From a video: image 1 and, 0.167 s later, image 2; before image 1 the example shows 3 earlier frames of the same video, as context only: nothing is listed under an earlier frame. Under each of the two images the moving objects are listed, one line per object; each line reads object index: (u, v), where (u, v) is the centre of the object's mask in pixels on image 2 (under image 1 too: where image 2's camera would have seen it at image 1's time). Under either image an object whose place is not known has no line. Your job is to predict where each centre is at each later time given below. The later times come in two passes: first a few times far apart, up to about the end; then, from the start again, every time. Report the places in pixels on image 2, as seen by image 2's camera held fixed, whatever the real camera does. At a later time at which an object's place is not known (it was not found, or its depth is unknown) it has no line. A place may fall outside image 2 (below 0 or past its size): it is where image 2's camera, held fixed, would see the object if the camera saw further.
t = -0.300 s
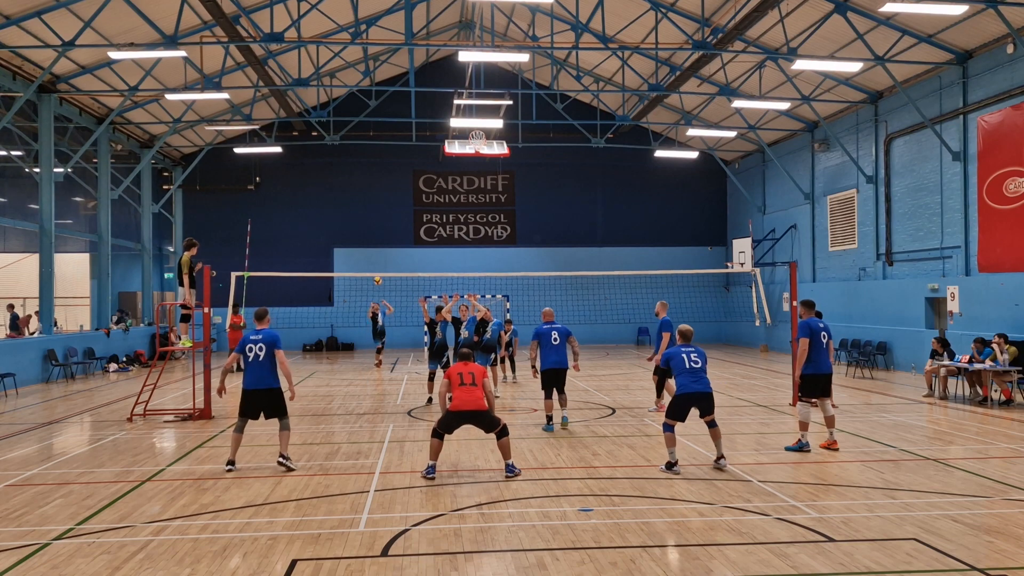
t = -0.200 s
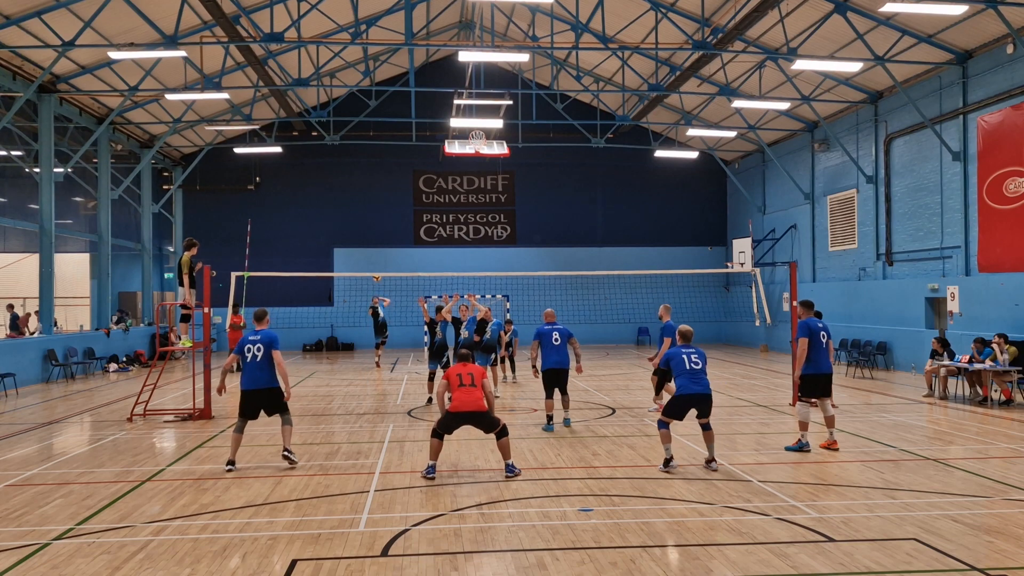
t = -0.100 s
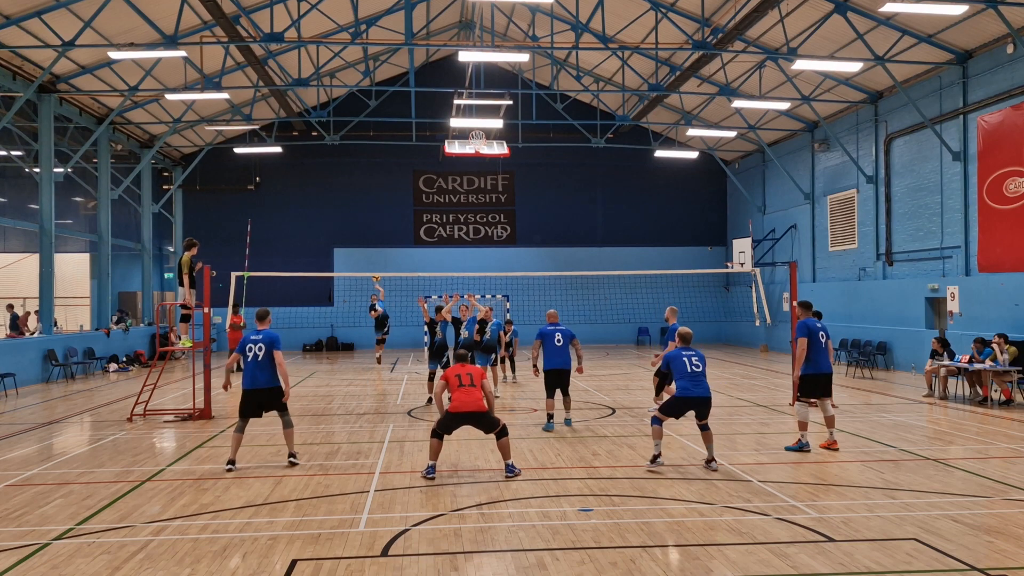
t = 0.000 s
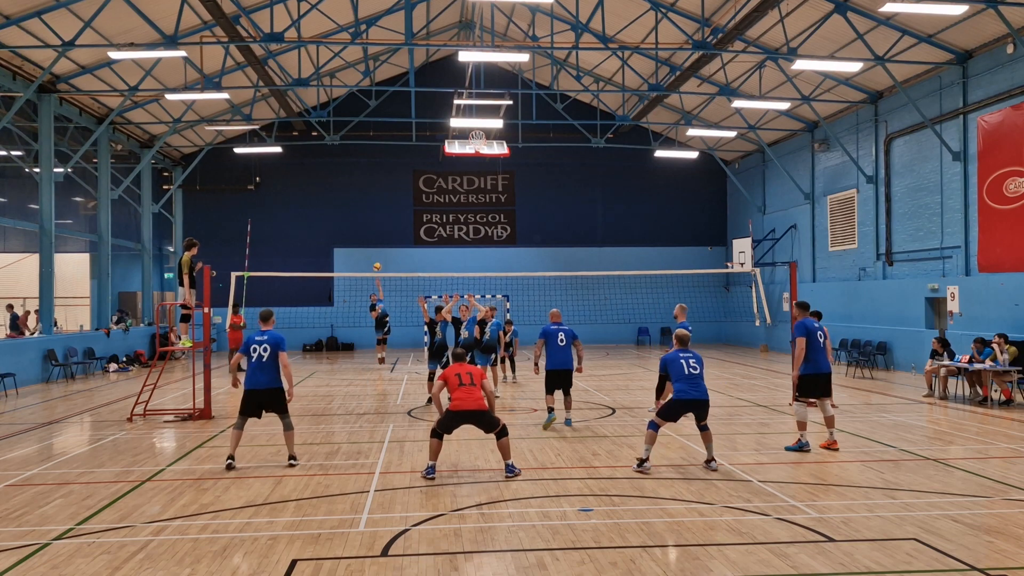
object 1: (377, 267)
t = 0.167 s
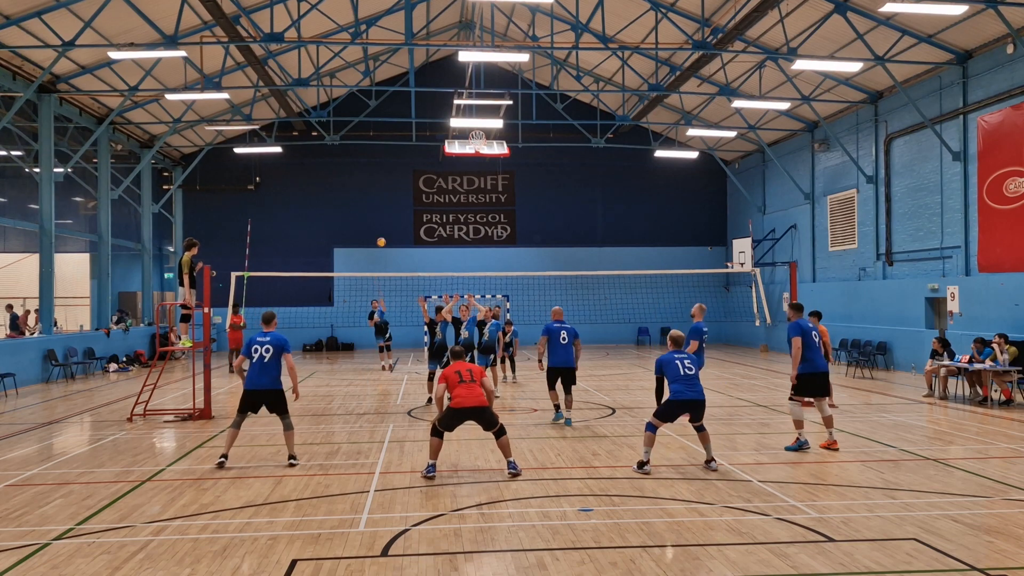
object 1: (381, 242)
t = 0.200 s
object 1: (382, 237)
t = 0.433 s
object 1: (389, 216)
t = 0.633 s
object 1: (391, 215)
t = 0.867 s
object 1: (389, 248)
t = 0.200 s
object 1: (382, 237)
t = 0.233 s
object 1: (383, 233)
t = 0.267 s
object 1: (384, 229)
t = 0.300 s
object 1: (385, 226)
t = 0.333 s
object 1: (387, 223)
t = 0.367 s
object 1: (388, 220)
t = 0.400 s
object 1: (389, 218)
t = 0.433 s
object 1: (389, 216)
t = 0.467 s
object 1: (390, 215)
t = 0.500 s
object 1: (391, 214)
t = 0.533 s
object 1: (391, 214)
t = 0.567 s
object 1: (391, 214)
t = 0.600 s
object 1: (391, 214)
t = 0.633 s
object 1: (391, 215)
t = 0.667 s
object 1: (391, 217)
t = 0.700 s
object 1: (391, 220)
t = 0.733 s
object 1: (391, 224)
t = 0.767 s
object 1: (390, 228)
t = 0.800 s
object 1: (390, 234)
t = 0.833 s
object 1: (389, 240)
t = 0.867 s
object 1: (389, 248)
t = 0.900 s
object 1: (389, 256)
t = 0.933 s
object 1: (388, 266)
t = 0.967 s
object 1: (388, 277)
